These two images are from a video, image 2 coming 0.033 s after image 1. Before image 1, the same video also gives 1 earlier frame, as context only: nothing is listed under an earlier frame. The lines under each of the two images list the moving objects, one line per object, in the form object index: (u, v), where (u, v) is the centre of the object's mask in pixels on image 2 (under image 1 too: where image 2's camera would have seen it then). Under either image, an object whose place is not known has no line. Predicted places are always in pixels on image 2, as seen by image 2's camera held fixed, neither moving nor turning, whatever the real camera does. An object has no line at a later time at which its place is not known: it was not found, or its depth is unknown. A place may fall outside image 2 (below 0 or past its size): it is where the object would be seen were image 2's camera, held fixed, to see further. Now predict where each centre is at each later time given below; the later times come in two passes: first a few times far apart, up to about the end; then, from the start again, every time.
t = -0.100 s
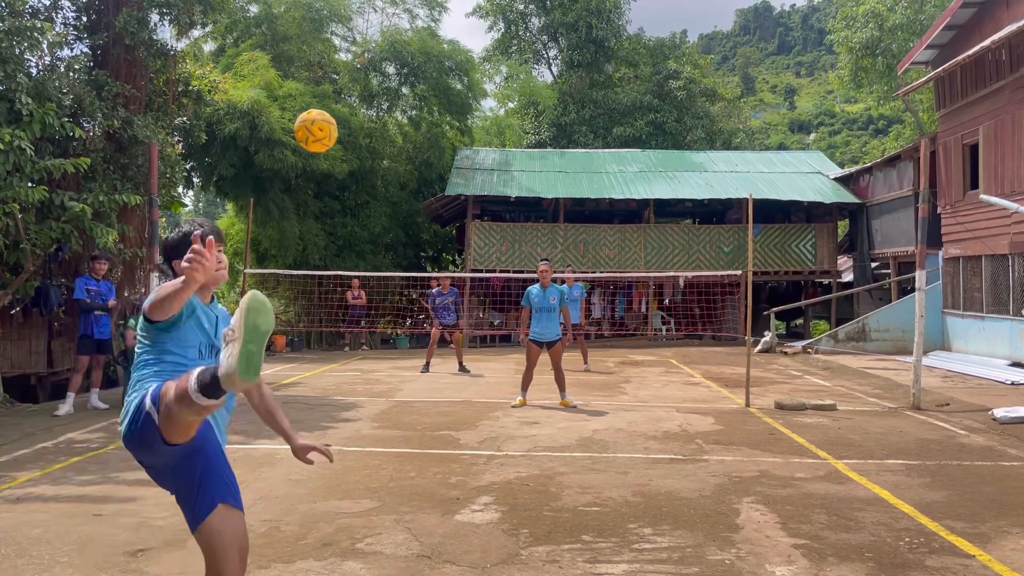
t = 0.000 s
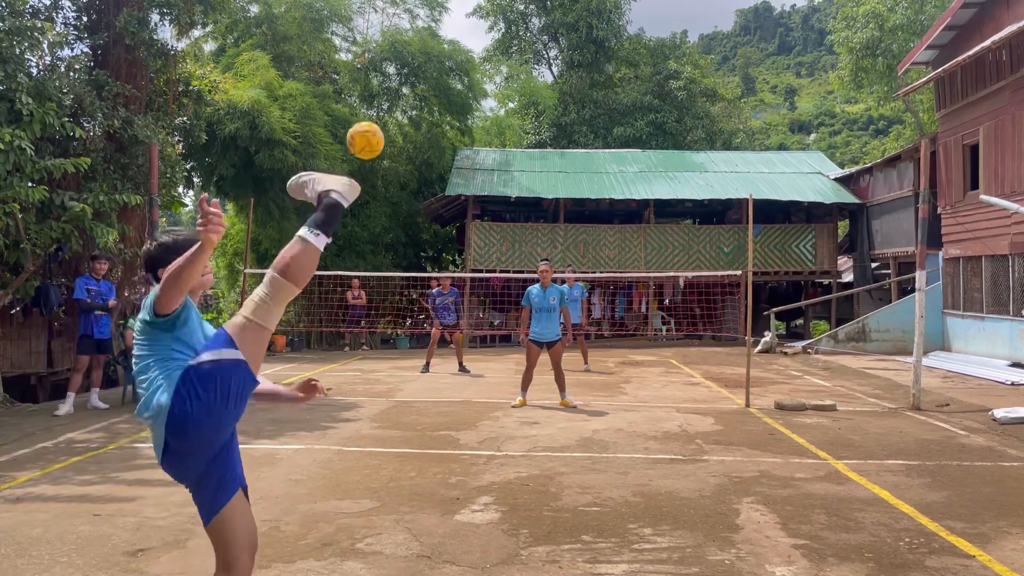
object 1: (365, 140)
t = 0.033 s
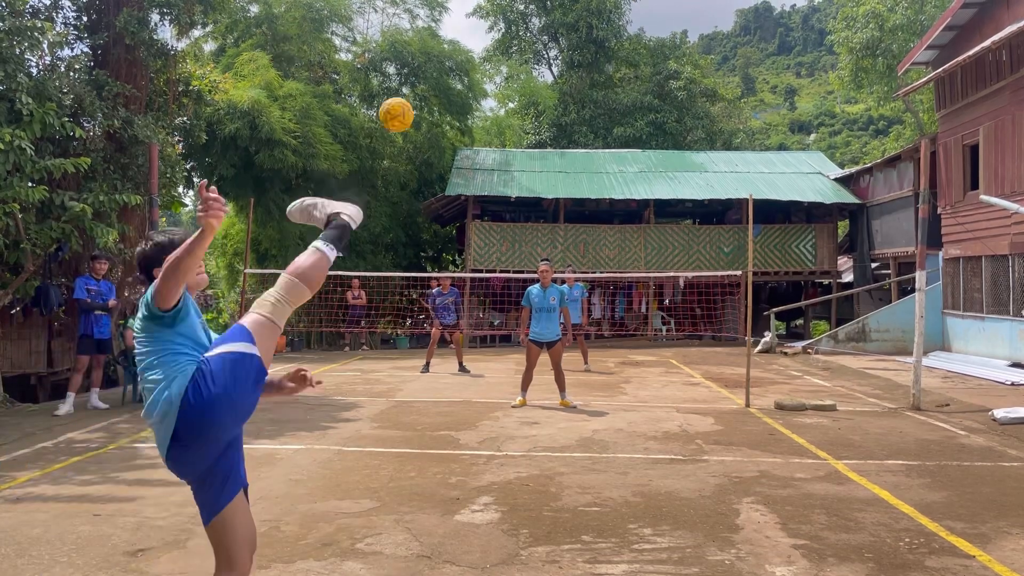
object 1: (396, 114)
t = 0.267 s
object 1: (522, 60)
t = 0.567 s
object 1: (595, 114)
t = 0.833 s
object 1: (632, 203)
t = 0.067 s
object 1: (422, 95)
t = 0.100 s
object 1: (444, 82)
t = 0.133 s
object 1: (465, 72)
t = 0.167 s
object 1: (481, 65)
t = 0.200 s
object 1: (496, 62)
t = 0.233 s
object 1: (510, 60)
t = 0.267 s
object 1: (522, 60)
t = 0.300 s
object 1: (533, 62)
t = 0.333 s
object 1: (543, 66)
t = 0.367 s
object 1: (553, 70)
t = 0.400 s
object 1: (561, 75)
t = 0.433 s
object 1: (569, 81)
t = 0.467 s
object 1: (576, 89)
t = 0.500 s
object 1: (583, 96)
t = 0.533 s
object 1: (589, 106)
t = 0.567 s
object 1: (595, 114)
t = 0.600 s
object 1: (601, 124)
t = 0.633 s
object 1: (606, 134)
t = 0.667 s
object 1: (611, 145)
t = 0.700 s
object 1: (616, 156)
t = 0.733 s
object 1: (620, 167)
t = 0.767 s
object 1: (624, 179)
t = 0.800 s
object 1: (628, 191)
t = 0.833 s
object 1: (632, 203)
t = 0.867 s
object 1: (636, 216)
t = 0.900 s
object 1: (639, 229)
